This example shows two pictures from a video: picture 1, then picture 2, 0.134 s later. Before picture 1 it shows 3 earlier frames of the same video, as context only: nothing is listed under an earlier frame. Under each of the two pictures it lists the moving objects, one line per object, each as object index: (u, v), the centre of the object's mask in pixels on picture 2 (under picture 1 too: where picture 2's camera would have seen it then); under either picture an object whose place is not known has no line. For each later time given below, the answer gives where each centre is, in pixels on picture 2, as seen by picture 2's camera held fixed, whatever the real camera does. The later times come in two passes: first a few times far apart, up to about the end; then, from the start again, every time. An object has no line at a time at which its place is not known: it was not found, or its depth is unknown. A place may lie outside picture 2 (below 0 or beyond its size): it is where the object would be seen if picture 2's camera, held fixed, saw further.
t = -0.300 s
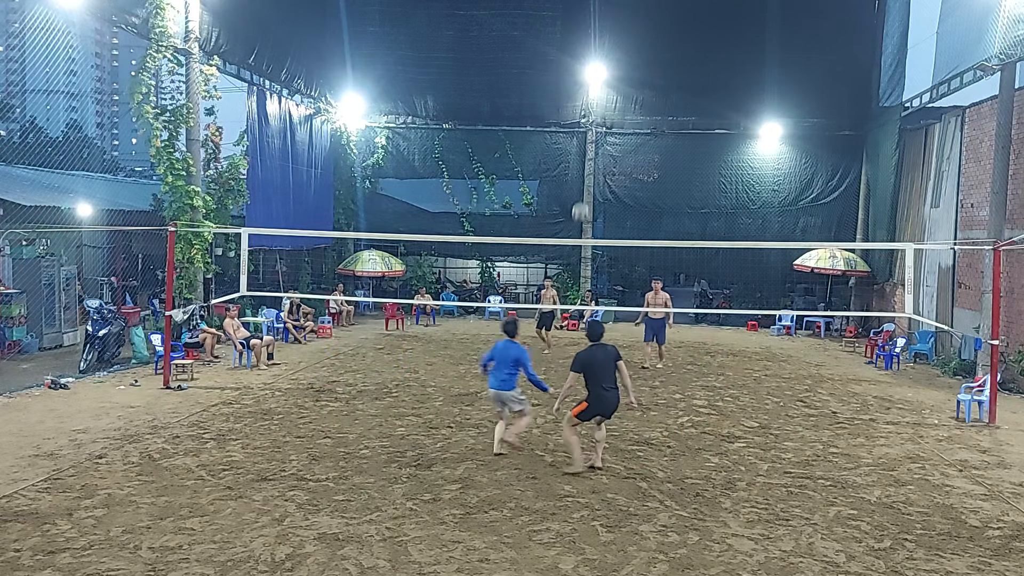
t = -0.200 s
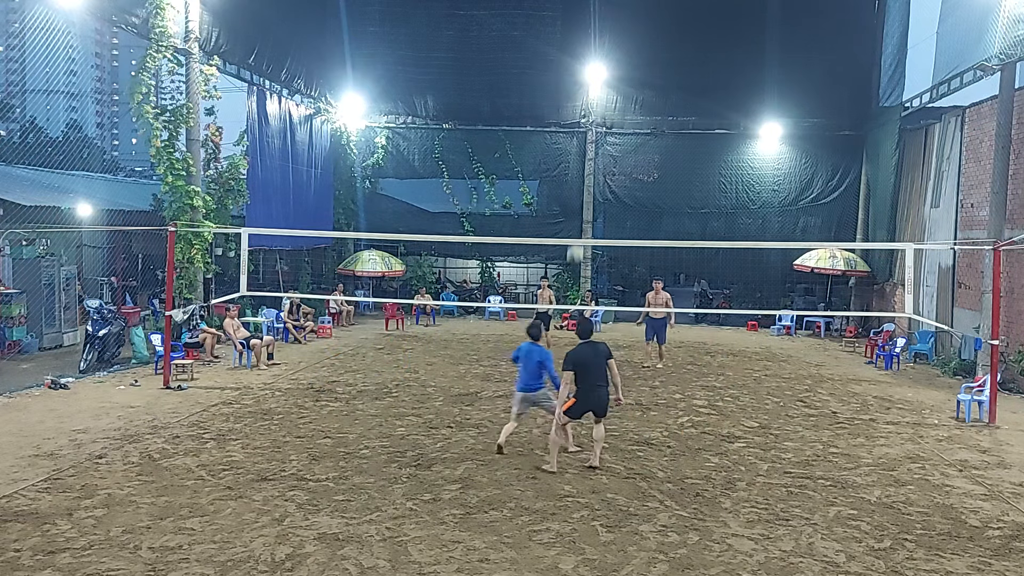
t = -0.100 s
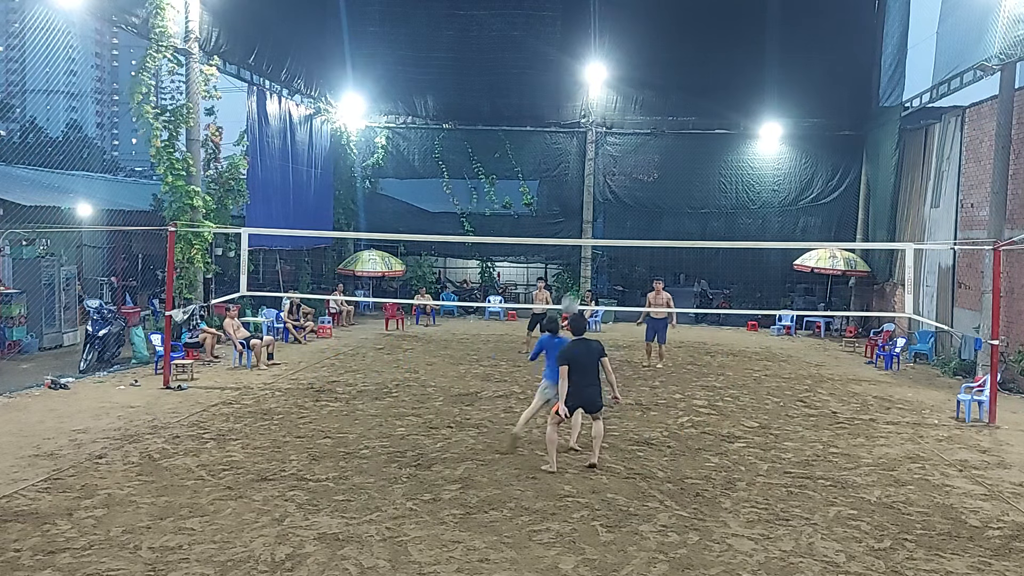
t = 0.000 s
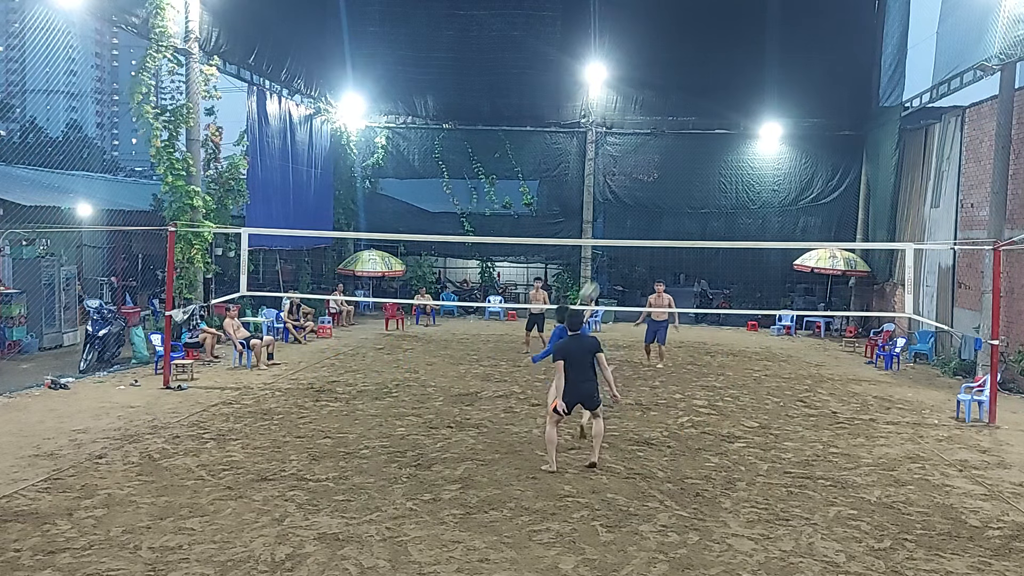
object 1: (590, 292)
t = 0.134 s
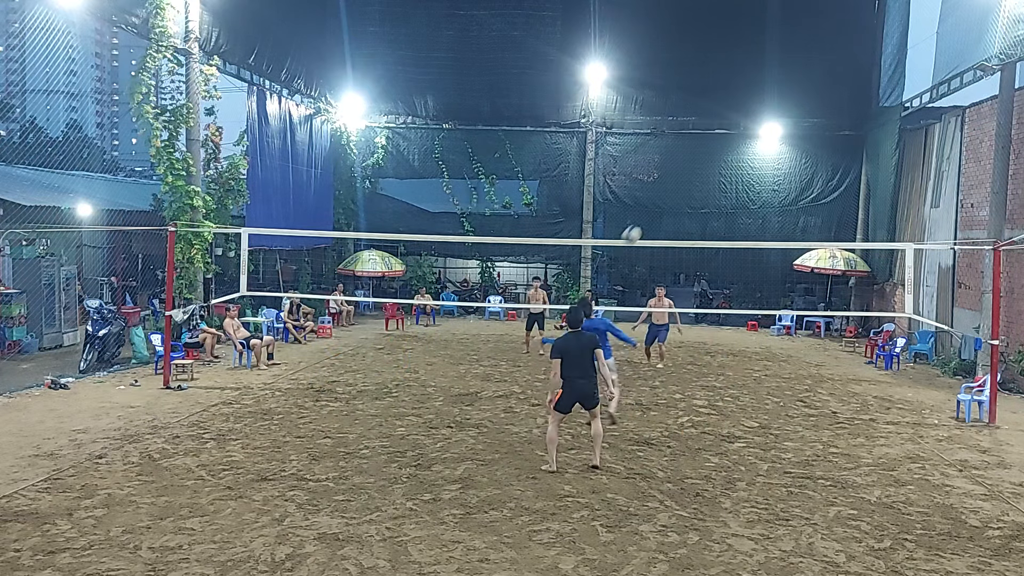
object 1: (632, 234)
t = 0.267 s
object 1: (669, 196)
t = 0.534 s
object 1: (731, 163)
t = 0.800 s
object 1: (784, 180)
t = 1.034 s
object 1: (821, 227)
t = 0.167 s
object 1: (641, 223)
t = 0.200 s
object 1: (651, 213)
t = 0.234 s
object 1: (660, 204)
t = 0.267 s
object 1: (669, 196)
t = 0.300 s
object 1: (677, 188)
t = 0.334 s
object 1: (686, 182)
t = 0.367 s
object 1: (694, 176)
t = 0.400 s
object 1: (702, 172)
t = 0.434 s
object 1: (710, 169)
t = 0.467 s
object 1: (718, 166)
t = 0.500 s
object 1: (725, 164)
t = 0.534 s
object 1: (731, 163)
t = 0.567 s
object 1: (738, 162)
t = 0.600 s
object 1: (746, 163)
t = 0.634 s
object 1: (752, 164)
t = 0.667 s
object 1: (759, 166)
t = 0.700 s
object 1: (766, 168)
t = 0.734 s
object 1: (772, 171)
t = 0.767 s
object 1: (778, 176)
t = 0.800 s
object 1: (784, 180)
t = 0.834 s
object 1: (790, 185)
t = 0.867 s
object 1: (795, 191)
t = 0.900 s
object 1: (800, 198)
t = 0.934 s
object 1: (806, 205)
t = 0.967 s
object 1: (811, 211)
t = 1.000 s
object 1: (816, 219)
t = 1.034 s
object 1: (821, 227)
